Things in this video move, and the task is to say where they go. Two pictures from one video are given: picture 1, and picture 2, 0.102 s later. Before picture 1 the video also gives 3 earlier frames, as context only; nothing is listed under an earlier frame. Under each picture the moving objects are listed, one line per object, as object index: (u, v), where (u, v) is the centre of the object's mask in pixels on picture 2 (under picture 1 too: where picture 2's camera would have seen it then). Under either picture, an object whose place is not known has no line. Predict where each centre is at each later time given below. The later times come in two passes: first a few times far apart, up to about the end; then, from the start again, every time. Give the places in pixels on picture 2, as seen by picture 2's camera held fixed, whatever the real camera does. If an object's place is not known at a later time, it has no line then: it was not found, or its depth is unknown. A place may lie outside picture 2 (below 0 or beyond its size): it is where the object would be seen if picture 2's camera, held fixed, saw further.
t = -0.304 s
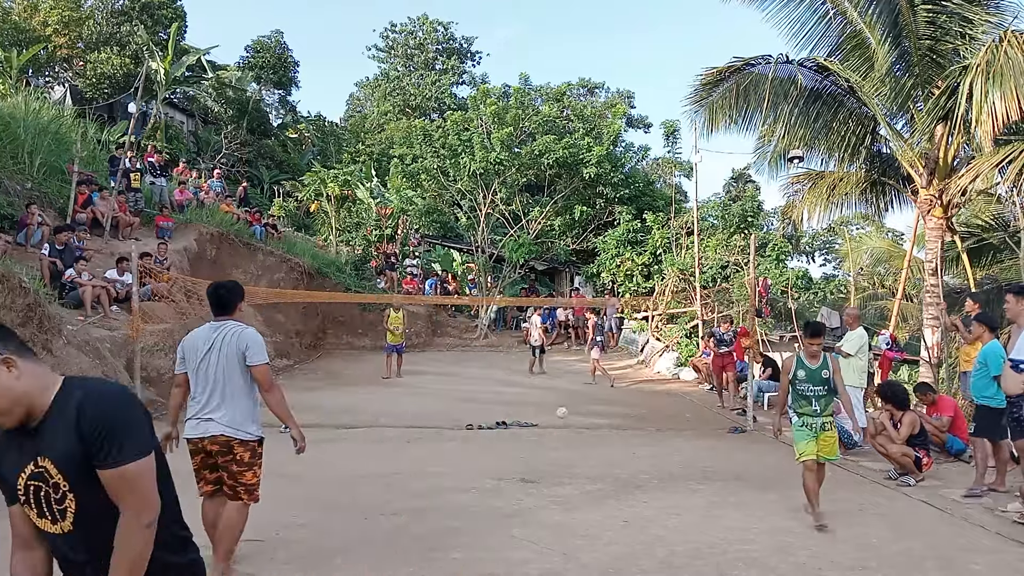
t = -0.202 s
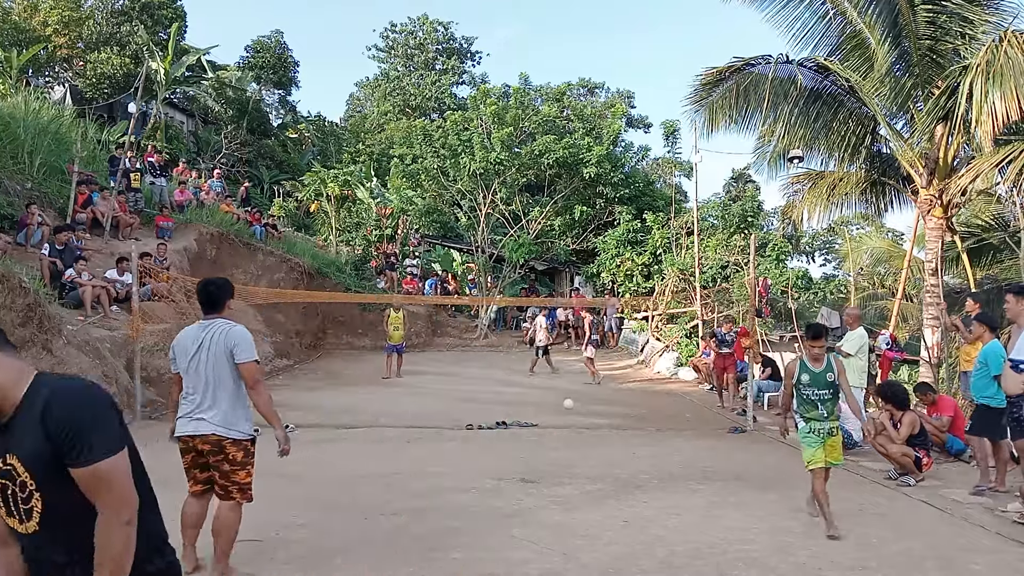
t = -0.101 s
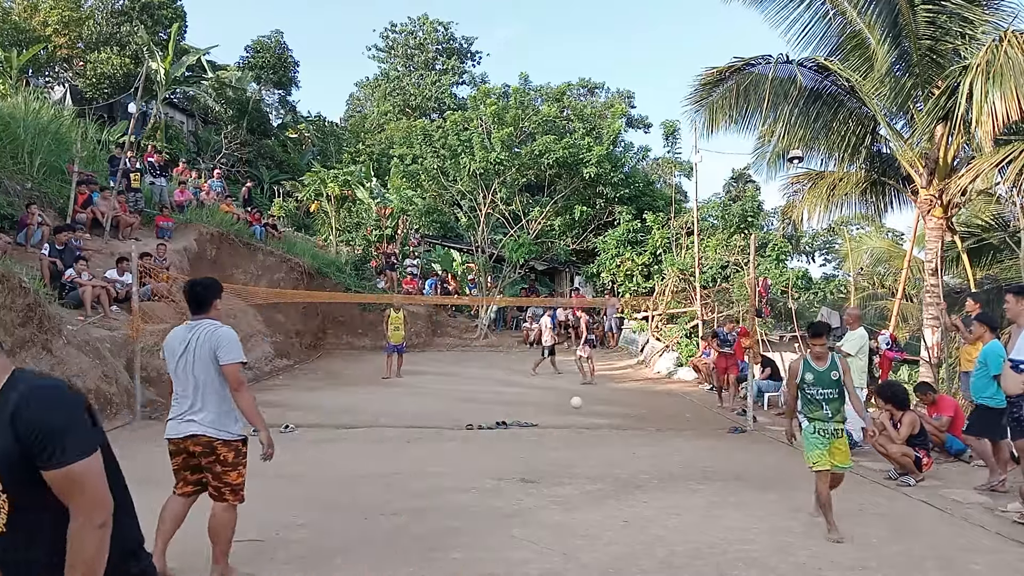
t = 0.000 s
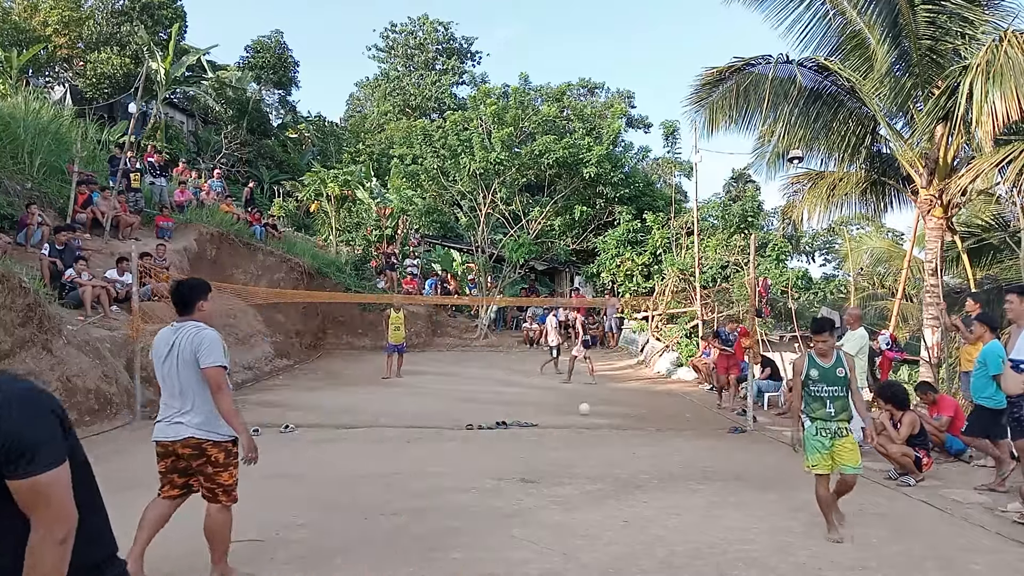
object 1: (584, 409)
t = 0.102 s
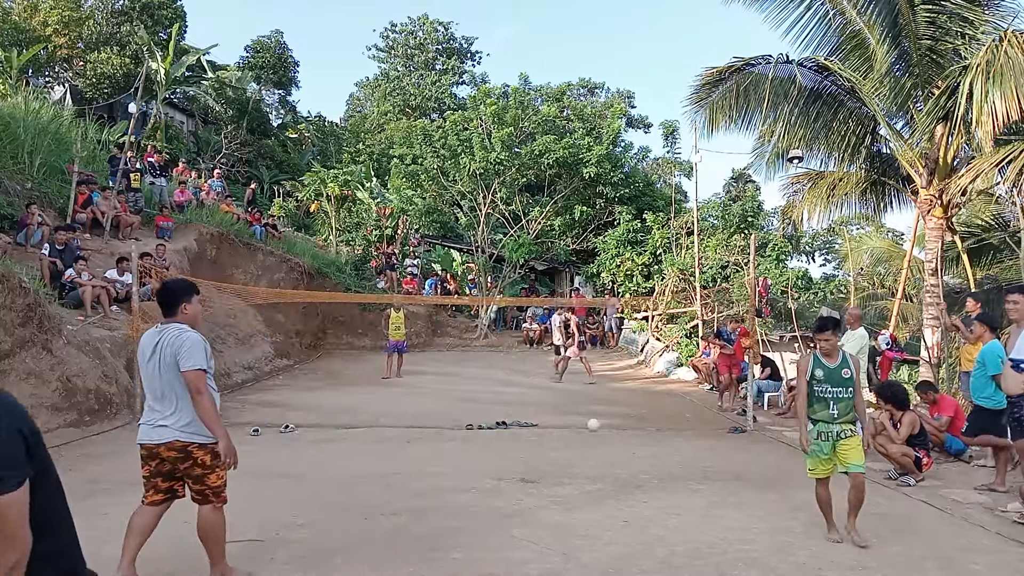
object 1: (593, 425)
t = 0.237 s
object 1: (606, 437)
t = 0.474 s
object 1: (630, 434)
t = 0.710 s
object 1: (660, 471)
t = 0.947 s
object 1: (697, 474)
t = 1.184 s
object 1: (747, 505)
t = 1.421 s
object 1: (814, 538)
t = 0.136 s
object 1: (596, 433)
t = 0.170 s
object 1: (600, 443)
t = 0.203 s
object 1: (603, 442)
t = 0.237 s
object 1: (606, 437)
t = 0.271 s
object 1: (608, 434)
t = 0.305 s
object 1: (611, 431)
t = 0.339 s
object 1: (615, 430)
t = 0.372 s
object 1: (619, 429)
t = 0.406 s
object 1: (622, 430)
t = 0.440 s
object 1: (626, 431)
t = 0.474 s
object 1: (630, 434)
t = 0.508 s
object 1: (634, 438)
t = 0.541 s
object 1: (638, 444)
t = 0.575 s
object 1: (642, 450)
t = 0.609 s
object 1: (646, 458)
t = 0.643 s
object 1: (651, 469)
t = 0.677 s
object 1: (656, 476)
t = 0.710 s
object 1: (660, 471)
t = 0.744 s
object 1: (665, 468)
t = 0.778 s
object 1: (670, 466)
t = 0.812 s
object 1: (674, 464)
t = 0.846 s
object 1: (680, 465)
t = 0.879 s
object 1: (685, 467)
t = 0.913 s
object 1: (691, 469)
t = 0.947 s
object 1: (697, 474)
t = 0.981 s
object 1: (703, 480)
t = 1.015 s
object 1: (710, 488)
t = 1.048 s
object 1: (717, 499)
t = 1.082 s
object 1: (724, 511)
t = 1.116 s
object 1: (732, 511)
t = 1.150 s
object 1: (739, 507)
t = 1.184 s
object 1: (747, 505)
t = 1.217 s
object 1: (755, 505)
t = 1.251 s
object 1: (764, 506)
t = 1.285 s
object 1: (773, 508)
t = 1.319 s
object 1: (782, 513)
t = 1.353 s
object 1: (793, 519)
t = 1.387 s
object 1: (804, 528)
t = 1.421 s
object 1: (814, 538)
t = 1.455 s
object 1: (826, 551)
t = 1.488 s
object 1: (837, 563)
